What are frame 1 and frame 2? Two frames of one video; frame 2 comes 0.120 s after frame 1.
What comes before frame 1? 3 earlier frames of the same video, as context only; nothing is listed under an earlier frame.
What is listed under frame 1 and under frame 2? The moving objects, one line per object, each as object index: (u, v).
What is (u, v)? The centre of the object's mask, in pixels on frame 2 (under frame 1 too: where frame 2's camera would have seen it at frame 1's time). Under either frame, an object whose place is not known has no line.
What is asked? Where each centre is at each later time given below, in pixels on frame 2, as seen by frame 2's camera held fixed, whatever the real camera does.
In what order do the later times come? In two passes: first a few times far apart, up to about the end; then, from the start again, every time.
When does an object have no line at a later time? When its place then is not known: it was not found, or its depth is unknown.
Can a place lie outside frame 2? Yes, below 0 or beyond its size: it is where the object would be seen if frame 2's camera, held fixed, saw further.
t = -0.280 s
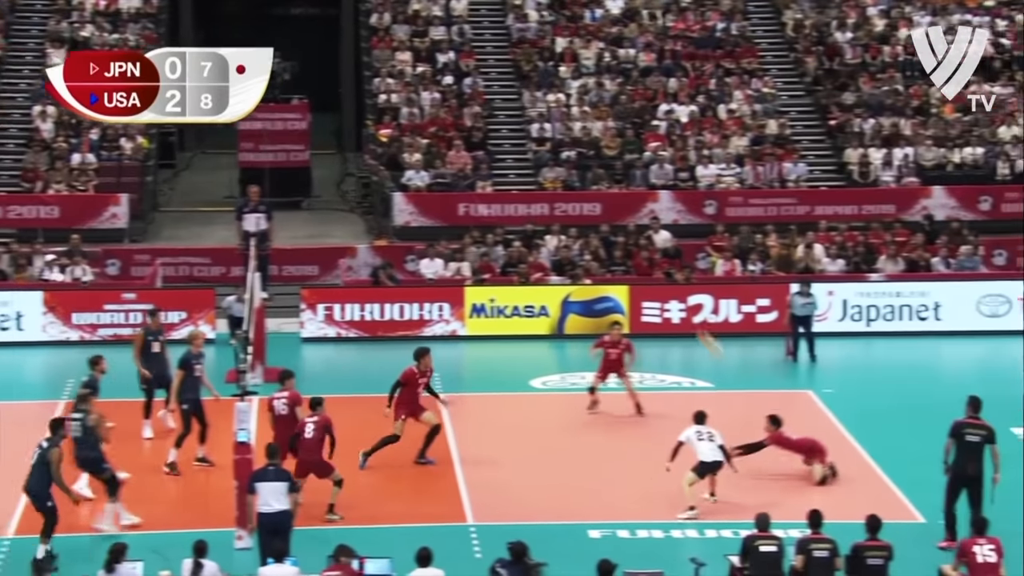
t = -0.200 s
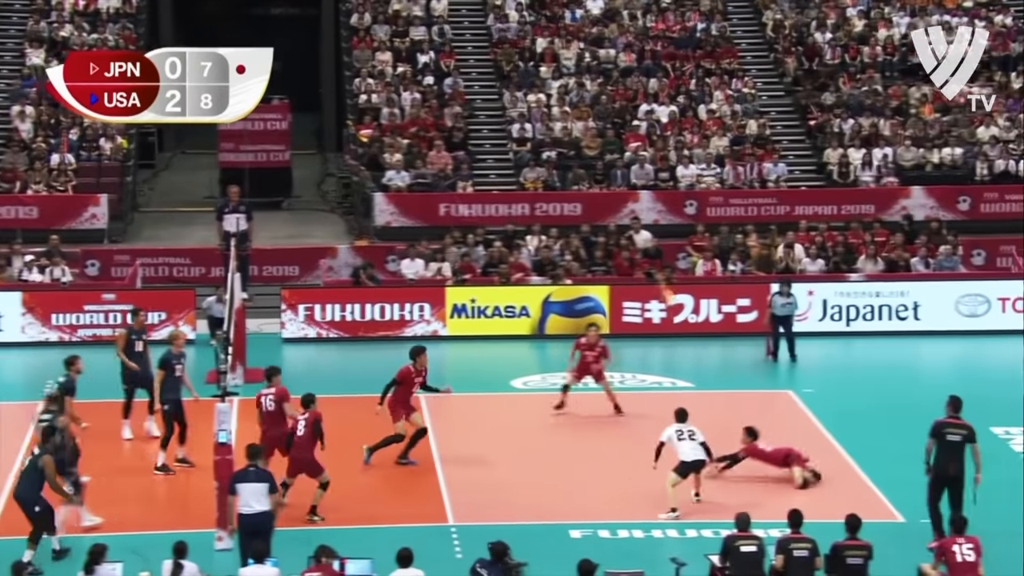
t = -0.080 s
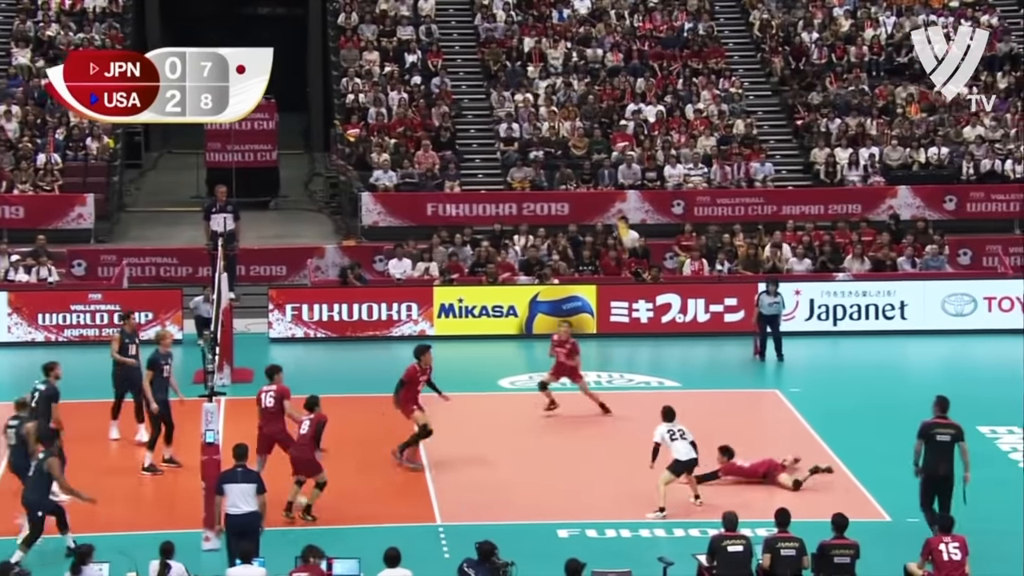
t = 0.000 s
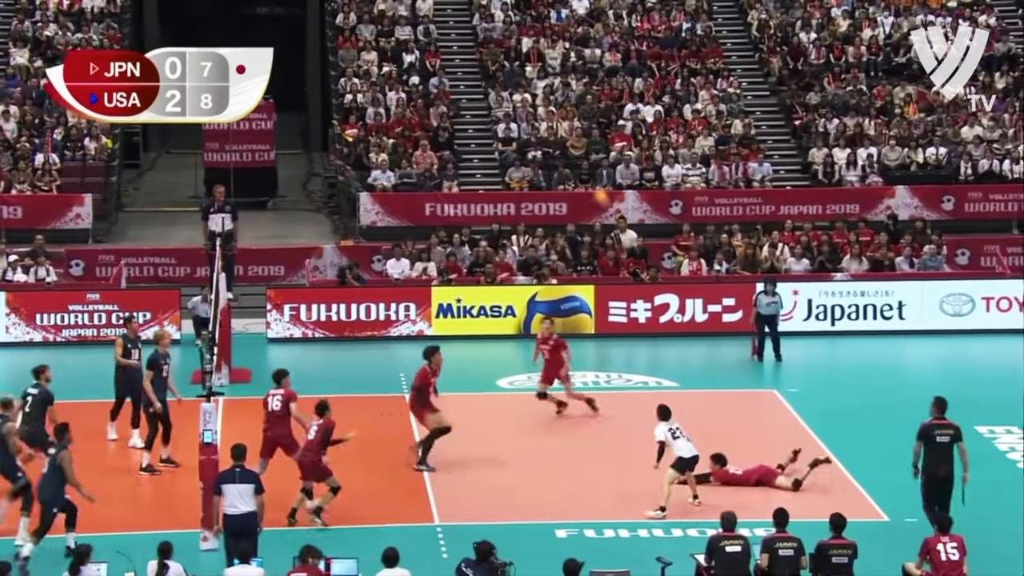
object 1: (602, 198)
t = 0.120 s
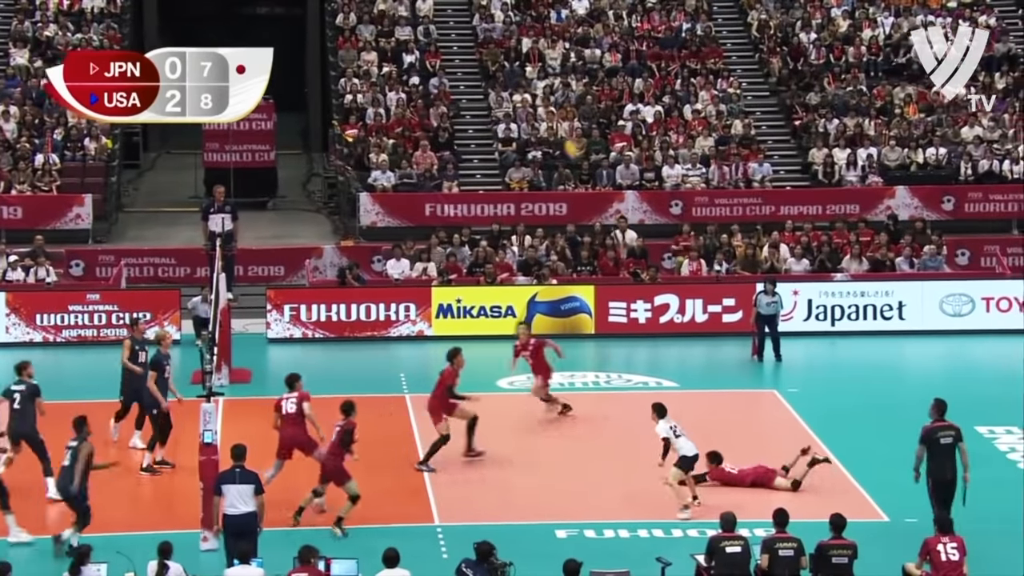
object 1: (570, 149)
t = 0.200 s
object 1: (552, 125)
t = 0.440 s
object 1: (500, 73)
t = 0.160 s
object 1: (563, 136)
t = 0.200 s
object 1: (552, 125)
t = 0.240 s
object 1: (542, 112)
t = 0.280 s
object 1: (535, 102)
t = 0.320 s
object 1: (525, 94)
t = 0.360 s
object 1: (517, 86)
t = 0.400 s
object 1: (508, 77)
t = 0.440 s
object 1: (500, 73)
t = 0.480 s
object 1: (491, 69)
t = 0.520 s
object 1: (483, 66)
